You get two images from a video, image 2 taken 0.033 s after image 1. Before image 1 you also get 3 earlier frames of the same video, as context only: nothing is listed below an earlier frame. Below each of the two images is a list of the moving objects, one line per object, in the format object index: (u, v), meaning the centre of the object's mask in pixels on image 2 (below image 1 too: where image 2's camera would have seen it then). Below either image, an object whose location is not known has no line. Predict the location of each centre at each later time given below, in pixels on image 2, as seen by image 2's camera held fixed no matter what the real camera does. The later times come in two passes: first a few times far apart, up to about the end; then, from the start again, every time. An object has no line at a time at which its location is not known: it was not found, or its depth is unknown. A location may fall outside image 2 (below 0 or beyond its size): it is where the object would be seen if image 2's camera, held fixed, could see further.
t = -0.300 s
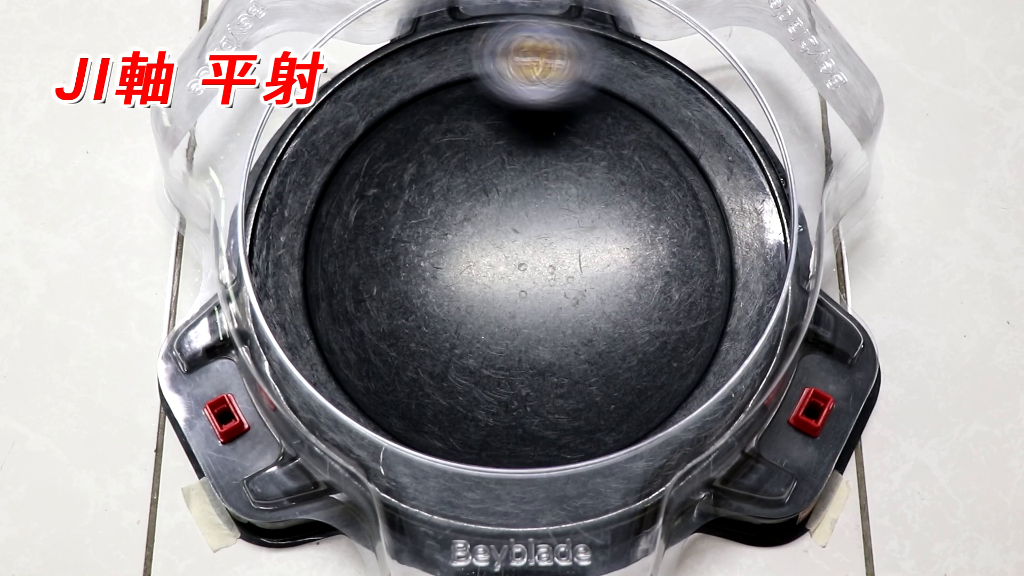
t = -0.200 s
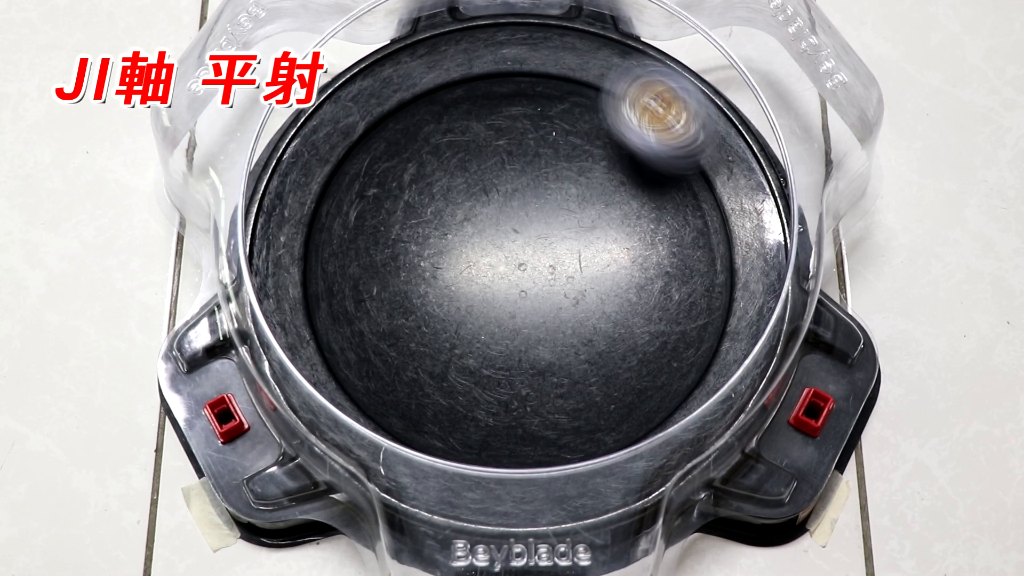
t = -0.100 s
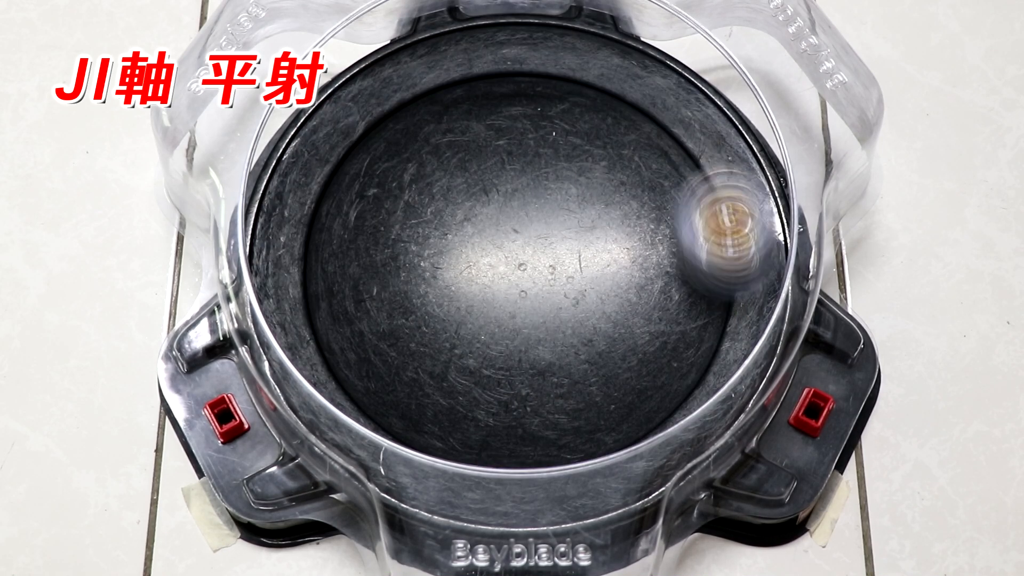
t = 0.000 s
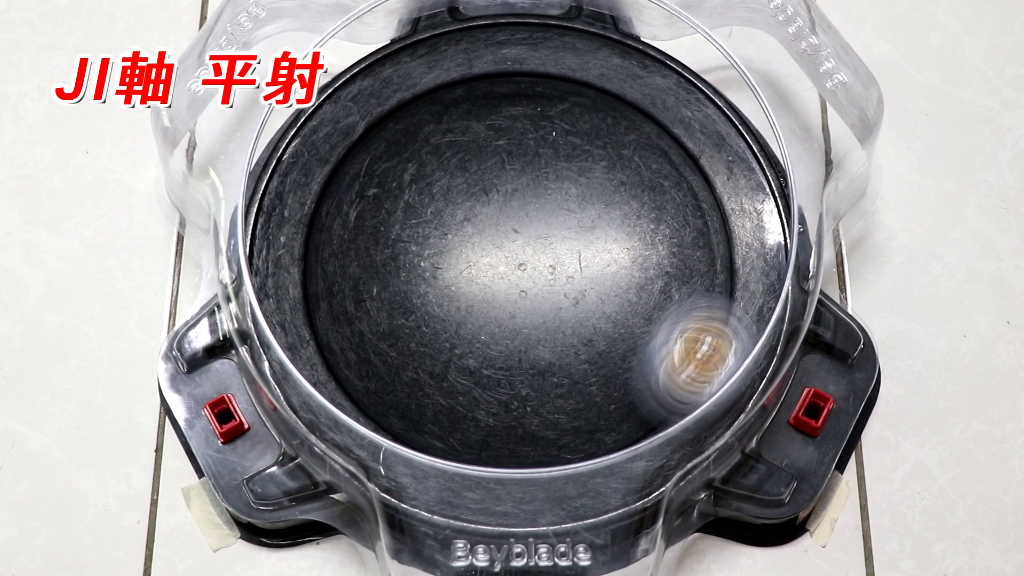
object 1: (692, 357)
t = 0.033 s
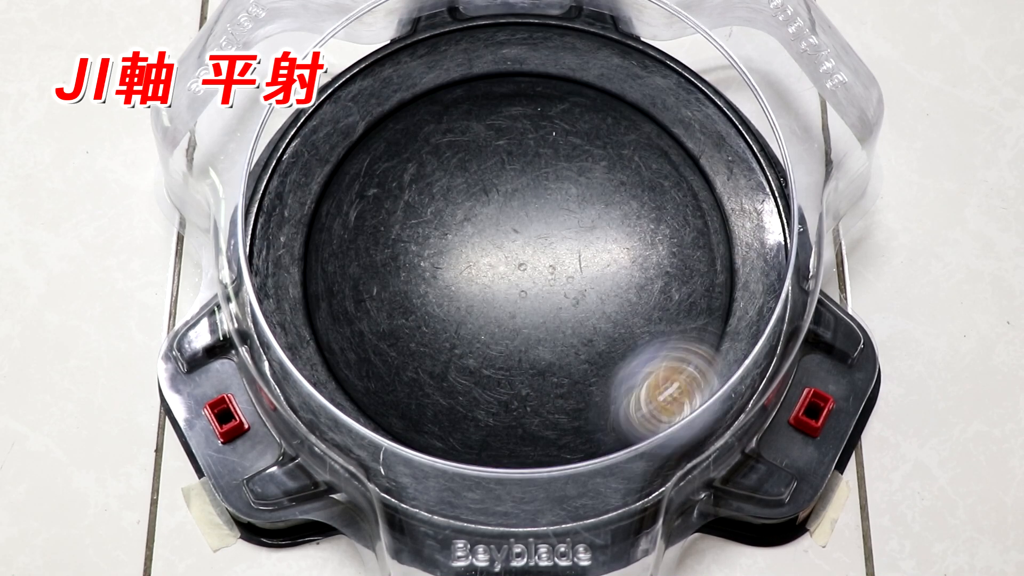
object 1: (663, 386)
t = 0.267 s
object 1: (375, 384)
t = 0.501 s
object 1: (374, 127)
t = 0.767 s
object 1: (668, 143)
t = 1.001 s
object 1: (623, 399)
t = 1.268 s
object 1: (341, 310)
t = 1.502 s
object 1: (458, 104)
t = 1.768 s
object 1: (689, 256)
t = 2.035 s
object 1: (469, 414)
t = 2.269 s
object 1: (359, 218)
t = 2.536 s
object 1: (601, 135)
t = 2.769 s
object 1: (650, 353)
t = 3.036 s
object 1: (393, 344)
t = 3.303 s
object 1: (466, 132)
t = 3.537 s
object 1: (659, 219)
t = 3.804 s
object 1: (513, 388)
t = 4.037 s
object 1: (382, 241)
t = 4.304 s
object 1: (566, 144)
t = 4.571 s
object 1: (612, 336)
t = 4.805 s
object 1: (419, 336)
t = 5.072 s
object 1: (465, 159)
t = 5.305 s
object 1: (629, 226)
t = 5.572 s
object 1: (513, 375)
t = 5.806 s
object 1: (402, 249)
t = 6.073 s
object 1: (568, 170)
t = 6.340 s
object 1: (598, 341)
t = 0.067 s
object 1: (625, 411)
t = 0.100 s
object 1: (583, 428)
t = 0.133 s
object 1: (538, 438)
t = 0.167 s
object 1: (493, 436)
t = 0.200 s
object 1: (448, 425)
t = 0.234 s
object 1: (411, 409)
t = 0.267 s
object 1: (375, 384)
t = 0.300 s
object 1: (344, 349)
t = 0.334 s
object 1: (326, 314)
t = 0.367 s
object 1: (318, 272)
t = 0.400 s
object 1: (319, 233)
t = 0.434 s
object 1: (329, 197)
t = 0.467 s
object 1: (346, 159)
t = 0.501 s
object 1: (374, 127)
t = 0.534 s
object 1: (407, 101)
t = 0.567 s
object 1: (439, 87)
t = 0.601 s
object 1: (482, 75)
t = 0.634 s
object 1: (521, 73)
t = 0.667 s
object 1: (563, 78)
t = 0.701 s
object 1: (603, 92)
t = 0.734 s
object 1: (637, 116)
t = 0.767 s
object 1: (668, 143)
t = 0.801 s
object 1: (691, 182)
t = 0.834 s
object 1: (706, 224)
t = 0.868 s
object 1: (708, 264)
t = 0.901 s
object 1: (701, 305)
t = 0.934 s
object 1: (685, 344)
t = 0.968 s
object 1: (657, 374)
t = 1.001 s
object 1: (623, 399)
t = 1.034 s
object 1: (584, 417)
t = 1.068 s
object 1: (544, 425)
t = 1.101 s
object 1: (493, 424)
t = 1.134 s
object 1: (453, 417)
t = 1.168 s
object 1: (419, 401)
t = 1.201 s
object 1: (382, 375)
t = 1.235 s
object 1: (358, 347)
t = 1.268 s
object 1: (341, 310)
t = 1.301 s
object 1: (334, 271)
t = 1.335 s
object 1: (336, 239)
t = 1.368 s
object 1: (347, 202)
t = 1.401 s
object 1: (368, 166)
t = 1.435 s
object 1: (393, 140)
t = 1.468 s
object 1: (421, 120)
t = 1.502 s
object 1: (458, 104)
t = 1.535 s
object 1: (497, 98)
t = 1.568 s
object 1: (532, 98)
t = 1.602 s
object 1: (574, 109)
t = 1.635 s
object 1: (607, 125)
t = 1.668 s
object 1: (639, 149)
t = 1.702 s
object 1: (663, 180)
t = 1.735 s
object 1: (681, 217)
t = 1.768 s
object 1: (689, 256)
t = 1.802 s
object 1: (688, 292)
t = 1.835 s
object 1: (676, 332)
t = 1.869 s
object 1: (653, 362)
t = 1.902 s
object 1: (625, 388)
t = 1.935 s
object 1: (590, 408)
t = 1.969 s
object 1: (550, 418)
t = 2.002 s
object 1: (508, 420)
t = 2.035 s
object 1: (469, 414)
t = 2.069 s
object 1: (435, 401)
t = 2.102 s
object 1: (399, 376)
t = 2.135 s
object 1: (374, 347)
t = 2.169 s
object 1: (359, 321)
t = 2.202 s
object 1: (351, 283)
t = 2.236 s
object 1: (350, 248)
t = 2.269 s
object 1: (359, 218)
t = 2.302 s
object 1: (376, 183)
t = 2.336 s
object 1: (400, 155)
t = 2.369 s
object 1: (426, 138)
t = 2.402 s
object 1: (461, 121)
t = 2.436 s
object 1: (496, 114)
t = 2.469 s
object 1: (530, 114)
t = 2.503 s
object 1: (566, 120)
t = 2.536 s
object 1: (601, 135)
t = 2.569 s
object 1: (629, 155)
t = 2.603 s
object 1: (653, 183)
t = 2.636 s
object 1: (672, 220)
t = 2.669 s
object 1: (682, 252)
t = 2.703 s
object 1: (681, 284)
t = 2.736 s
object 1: (673, 321)
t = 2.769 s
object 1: (650, 353)
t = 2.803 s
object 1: (626, 377)
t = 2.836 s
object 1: (591, 397)
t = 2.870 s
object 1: (556, 408)
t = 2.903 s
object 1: (519, 409)
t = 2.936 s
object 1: (481, 404)
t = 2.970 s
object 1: (447, 392)
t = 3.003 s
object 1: (416, 370)
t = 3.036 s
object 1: (393, 344)
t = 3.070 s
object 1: (376, 317)
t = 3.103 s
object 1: (367, 283)
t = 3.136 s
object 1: (366, 249)
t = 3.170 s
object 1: (374, 222)
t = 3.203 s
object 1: (388, 190)
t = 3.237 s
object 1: (412, 164)
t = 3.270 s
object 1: (433, 148)
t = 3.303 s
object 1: (466, 132)
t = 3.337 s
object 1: (500, 124)
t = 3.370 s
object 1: (529, 124)
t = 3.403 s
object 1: (564, 129)
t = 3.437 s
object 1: (594, 141)
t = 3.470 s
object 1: (620, 160)
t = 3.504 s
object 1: (641, 185)
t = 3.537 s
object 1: (659, 219)
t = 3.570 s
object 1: (665, 250)
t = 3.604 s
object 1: (665, 278)
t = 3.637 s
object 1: (655, 313)
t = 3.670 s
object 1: (636, 339)
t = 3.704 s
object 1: (612, 360)
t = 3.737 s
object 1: (581, 379)
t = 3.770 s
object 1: (550, 387)
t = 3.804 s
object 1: (513, 388)
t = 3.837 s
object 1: (481, 383)
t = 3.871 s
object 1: (449, 372)
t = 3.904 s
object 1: (422, 351)
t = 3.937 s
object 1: (402, 326)
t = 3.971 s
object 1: (389, 303)
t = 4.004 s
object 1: (381, 271)
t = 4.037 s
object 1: (382, 241)
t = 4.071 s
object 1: (390, 216)
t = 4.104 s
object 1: (404, 189)
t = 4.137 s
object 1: (427, 165)
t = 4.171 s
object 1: (451, 150)
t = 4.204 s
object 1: (478, 139)
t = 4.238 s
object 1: (508, 135)
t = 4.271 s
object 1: (537, 136)
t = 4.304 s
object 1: (566, 144)
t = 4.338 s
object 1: (593, 159)
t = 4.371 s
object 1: (615, 179)
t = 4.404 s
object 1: (632, 202)
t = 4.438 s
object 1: (643, 232)
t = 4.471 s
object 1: (646, 258)
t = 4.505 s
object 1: (641, 288)
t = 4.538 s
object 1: (630, 317)
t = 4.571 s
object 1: (612, 336)
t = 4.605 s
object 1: (589, 356)
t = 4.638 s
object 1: (561, 370)
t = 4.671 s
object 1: (533, 376)
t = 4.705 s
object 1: (500, 376)
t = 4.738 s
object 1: (469, 369)
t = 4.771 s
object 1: (443, 356)
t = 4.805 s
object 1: (419, 336)
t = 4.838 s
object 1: (402, 312)
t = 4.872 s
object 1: (393, 290)
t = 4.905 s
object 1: (390, 261)
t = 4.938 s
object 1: (396, 235)
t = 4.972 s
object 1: (405, 213)
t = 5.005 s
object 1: (421, 190)
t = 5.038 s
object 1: (442, 171)
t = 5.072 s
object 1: (465, 159)
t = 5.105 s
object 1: (491, 152)
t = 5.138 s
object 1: (520, 151)
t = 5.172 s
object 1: (547, 156)
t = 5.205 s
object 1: (574, 166)
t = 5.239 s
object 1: (595, 182)
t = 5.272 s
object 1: (614, 201)
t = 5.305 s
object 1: (629, 226)
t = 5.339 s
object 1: (635, 256)
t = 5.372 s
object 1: (636, 281)
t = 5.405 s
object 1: (628, 306)
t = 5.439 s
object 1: (615, 329)
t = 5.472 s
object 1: (595, 349)
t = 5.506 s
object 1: (569, 363)
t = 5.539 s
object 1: (543, 372)
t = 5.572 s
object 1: (513, 375)
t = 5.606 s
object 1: (485, 370)
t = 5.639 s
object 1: (456, 359)
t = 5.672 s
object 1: (434, 344)
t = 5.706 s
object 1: (418, 322)
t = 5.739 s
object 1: (406, 298)
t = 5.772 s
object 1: (401, 275)
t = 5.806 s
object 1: (402, 249)
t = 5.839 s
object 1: (412, 224)
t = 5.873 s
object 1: (425, 204)
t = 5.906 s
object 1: (443, 185)
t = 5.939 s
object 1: (467, 170)
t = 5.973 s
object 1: (491, 162)
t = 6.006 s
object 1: (516, 158)
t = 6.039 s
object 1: (543, 161)
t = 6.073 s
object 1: (568, 170)
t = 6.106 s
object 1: (591, 183)
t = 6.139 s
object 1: (611, 201)
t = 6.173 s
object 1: (625, 223)
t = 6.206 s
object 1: (633, 246)
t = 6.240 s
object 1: (635, 275)
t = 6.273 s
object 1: (627, 300)
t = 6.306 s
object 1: (616, 320)
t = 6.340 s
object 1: (598, 341)
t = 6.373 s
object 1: (575, 355)
